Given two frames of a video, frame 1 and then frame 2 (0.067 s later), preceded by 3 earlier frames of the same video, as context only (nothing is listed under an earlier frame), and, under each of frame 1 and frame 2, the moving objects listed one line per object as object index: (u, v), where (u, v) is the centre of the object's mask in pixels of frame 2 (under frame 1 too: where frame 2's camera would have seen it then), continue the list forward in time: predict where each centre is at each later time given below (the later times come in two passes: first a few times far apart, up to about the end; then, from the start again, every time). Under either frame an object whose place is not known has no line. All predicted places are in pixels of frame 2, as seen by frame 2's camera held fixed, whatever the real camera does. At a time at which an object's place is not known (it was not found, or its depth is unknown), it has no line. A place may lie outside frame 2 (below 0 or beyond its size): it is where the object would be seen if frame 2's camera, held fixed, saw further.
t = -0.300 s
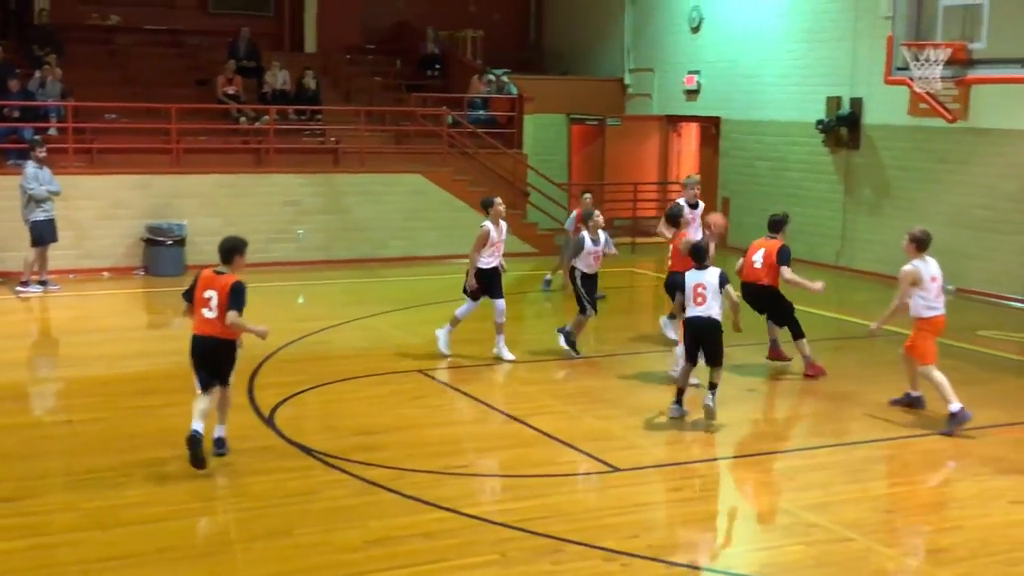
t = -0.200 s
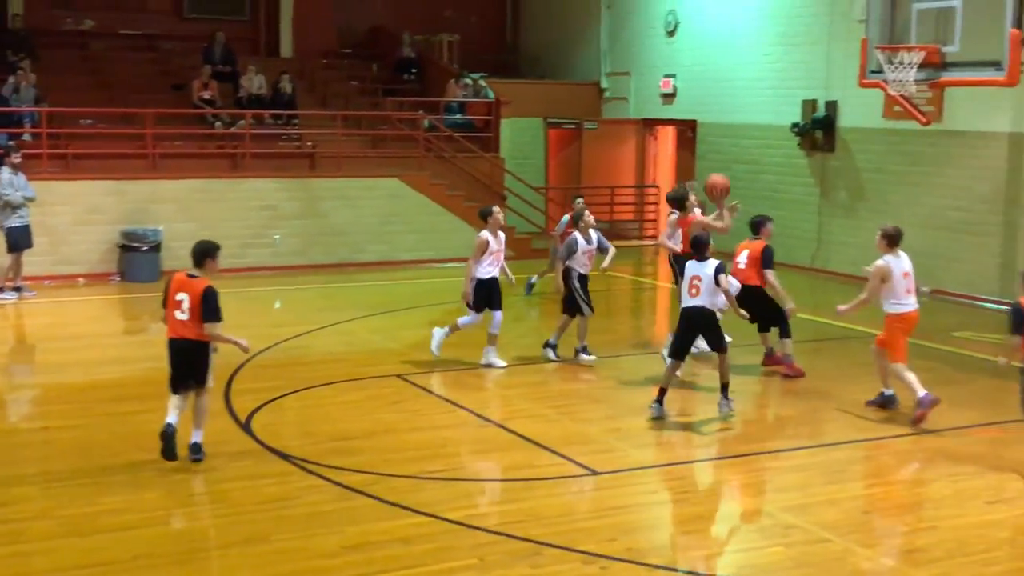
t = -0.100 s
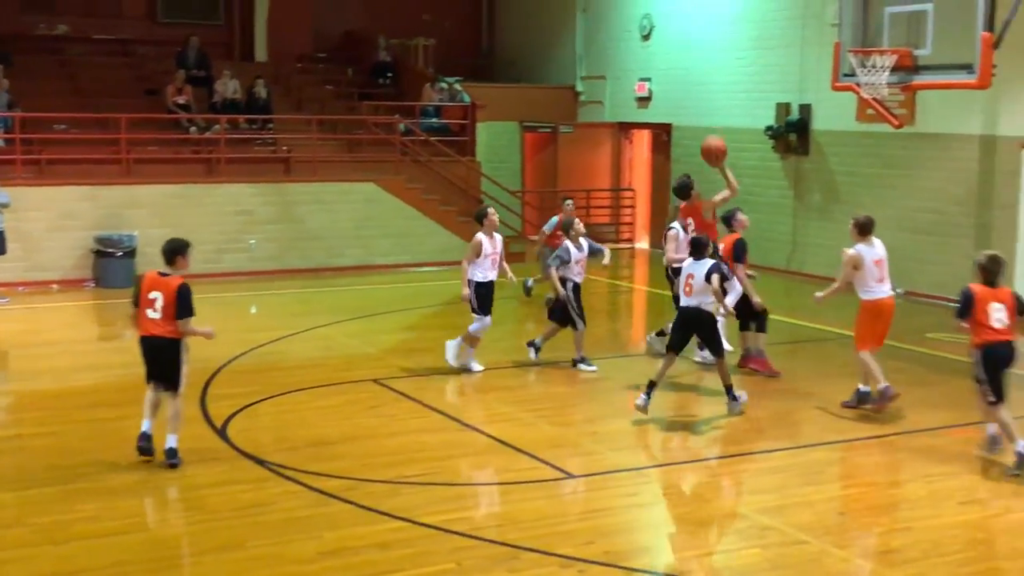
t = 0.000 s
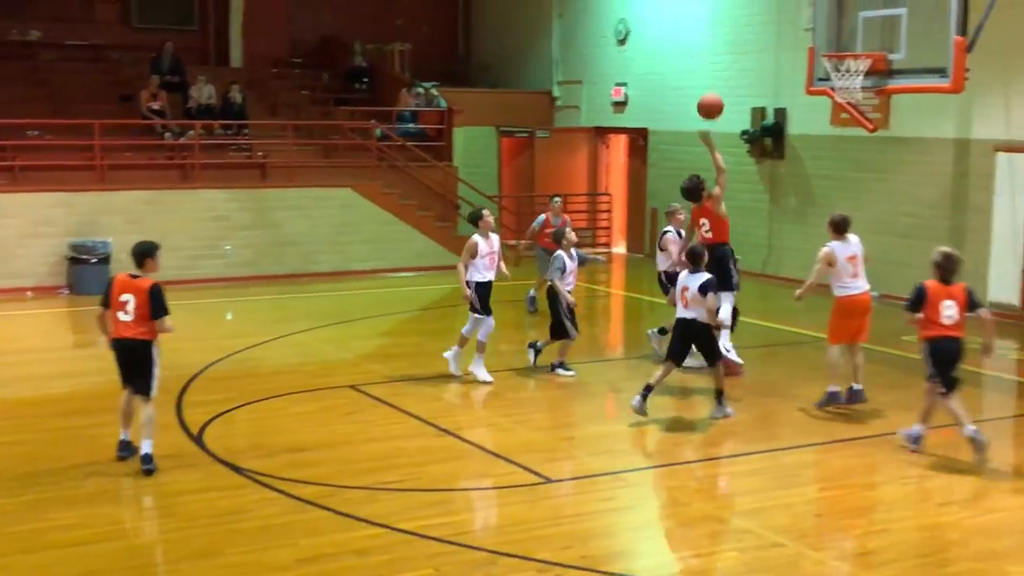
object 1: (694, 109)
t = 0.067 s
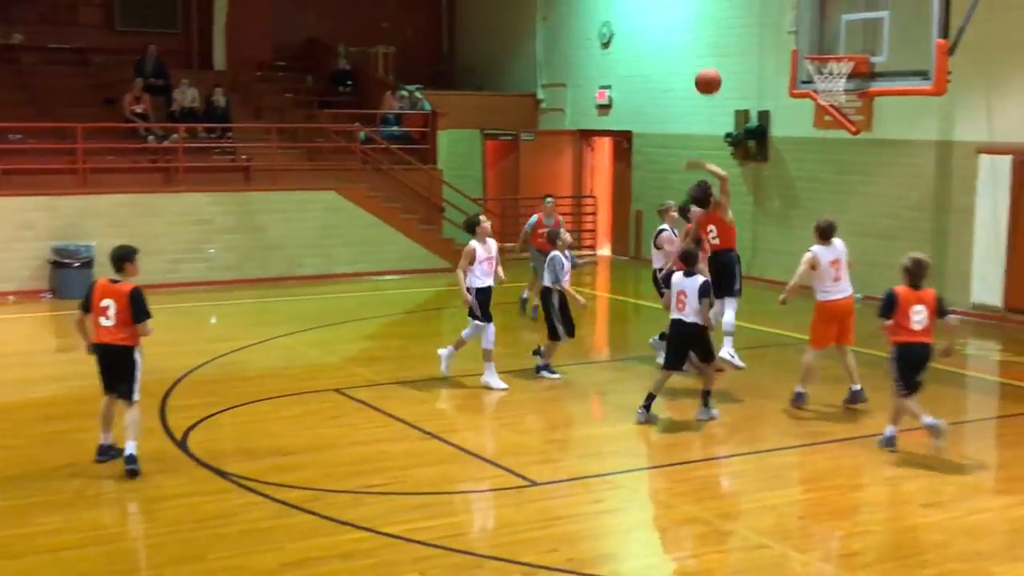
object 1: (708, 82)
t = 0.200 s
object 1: (736, 41)
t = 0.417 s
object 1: (777, 16)
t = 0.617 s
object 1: (813, 39)
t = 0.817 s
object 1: (842, 90)
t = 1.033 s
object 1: (856, 153)
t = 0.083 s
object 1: (711, 75)
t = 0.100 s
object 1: (715, 70)
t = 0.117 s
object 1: (718, 64)
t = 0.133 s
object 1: (722, 59)
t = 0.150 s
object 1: (725, 54)
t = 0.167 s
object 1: (729, 49)
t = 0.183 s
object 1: (732, 45)
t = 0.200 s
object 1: (736, 41)
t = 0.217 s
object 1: (739, 37)
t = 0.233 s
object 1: (742, 34)
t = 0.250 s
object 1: (745, 30)
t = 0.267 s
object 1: (748, 27)
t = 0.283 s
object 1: (752, 25)
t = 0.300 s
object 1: (755, 23)
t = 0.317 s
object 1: (758, 21)
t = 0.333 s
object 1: (761, 20)
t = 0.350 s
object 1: (765, 18)
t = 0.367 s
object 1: (768, 18)
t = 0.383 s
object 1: (771, 17)
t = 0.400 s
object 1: (774, 16)
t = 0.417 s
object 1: (777, 16)
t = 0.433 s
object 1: (781, 17)
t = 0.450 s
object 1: (784, 17)
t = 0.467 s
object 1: (786, 18)
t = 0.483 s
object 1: (789, 19)
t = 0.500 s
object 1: (792, 21)
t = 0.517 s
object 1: (796, 22)
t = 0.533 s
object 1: (799, 24)
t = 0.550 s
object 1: (801, 27)
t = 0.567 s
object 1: (804, 29)
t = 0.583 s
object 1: (806, 32)
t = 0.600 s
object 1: (809, 35)
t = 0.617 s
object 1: (813, 39)
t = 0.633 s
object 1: (816, 43)
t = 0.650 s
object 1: (819, 45)
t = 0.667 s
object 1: (822, 47)
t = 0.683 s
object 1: (824, 49)
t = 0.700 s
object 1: (826, 57)
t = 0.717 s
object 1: (829, 63)
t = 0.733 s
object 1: (830, 66)
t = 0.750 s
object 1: (833, 71)
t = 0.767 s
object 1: (837, 78)
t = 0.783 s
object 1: (839, 81)
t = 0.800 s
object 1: (841, 87)
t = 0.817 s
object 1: (842, 90)
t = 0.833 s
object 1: (843, 91)
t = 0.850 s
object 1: (844, 96)
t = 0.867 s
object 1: (844, 101)
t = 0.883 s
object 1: (847, 103)
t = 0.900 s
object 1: (846, 108)
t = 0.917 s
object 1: (849, 111)
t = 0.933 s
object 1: (849, 117)
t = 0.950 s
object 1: (850, 124)
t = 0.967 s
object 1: (852, 127)
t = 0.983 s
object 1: (853, 134)
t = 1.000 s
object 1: (854, 140)
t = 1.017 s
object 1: (855, 146)
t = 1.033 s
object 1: (856, 153)
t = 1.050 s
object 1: (857, 159)
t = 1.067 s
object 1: (858, 166)
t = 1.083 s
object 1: (859, 173)
